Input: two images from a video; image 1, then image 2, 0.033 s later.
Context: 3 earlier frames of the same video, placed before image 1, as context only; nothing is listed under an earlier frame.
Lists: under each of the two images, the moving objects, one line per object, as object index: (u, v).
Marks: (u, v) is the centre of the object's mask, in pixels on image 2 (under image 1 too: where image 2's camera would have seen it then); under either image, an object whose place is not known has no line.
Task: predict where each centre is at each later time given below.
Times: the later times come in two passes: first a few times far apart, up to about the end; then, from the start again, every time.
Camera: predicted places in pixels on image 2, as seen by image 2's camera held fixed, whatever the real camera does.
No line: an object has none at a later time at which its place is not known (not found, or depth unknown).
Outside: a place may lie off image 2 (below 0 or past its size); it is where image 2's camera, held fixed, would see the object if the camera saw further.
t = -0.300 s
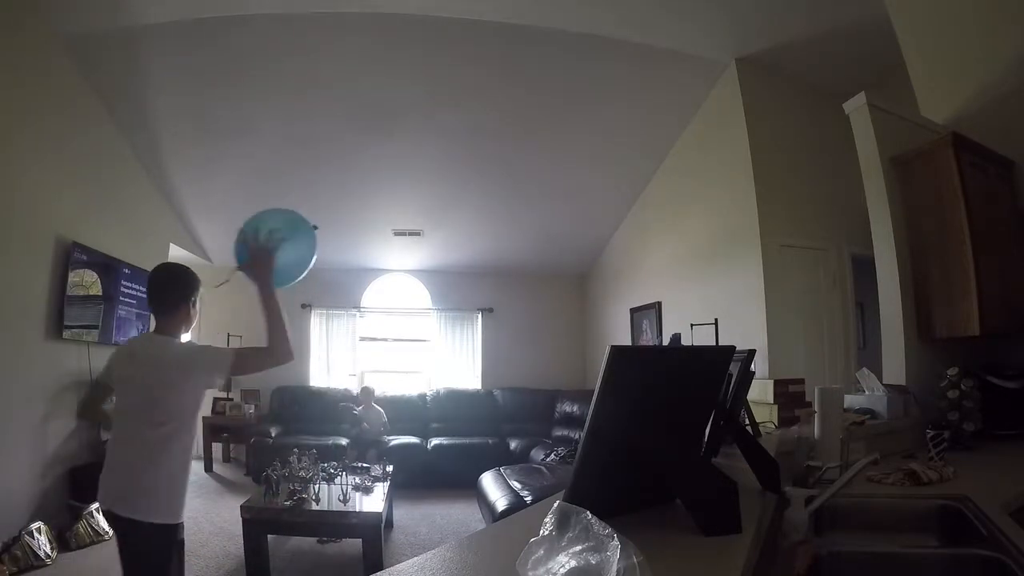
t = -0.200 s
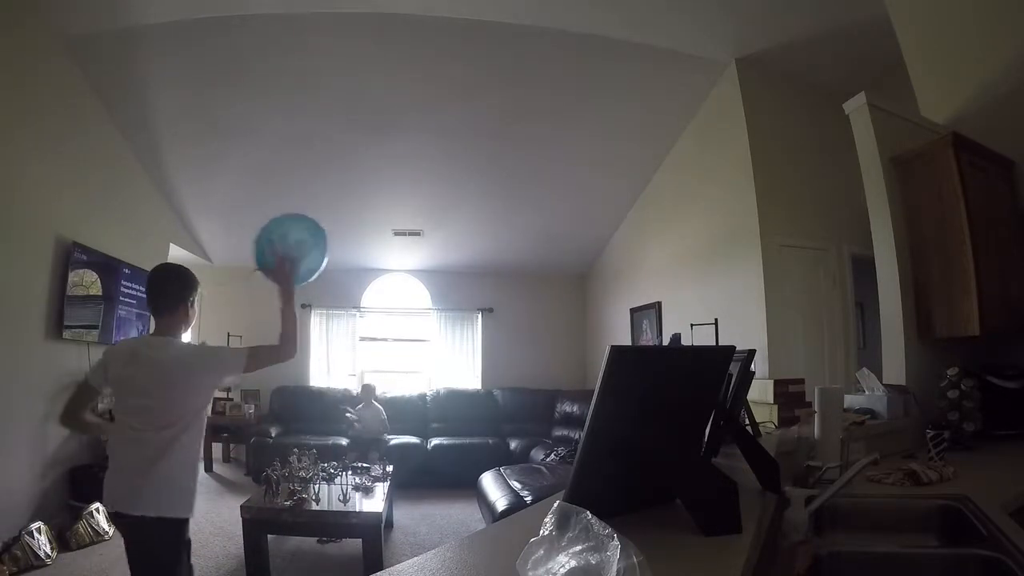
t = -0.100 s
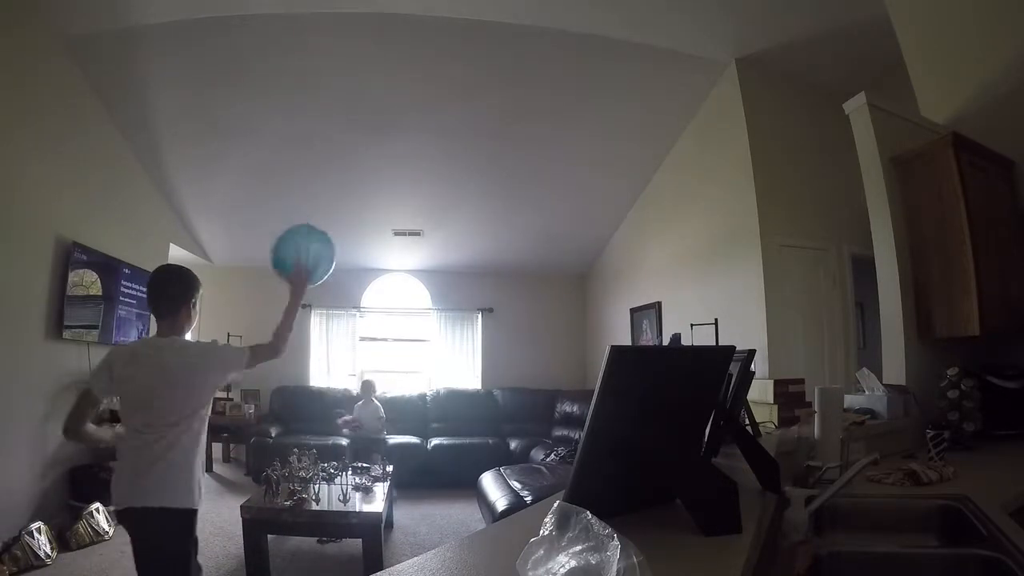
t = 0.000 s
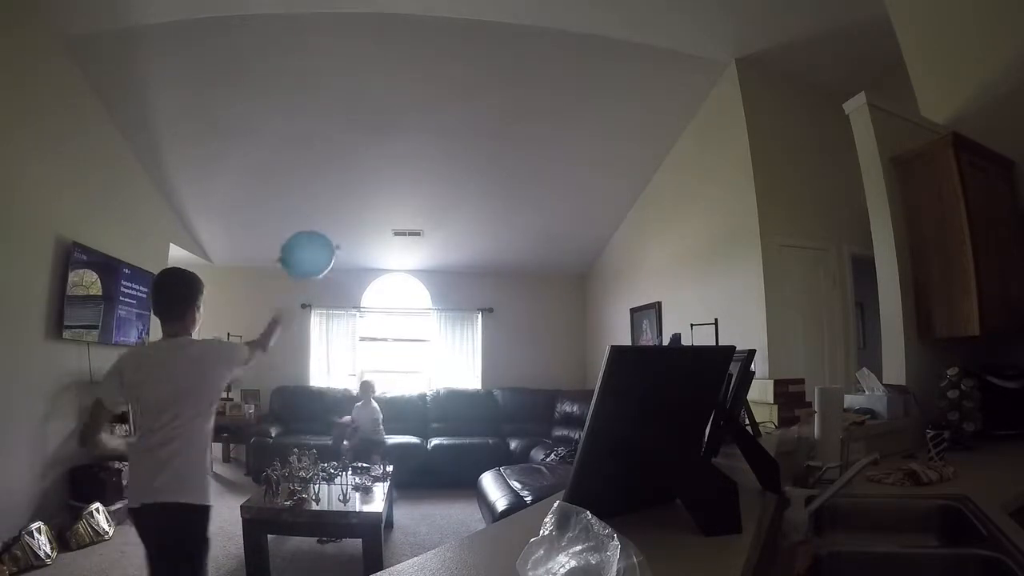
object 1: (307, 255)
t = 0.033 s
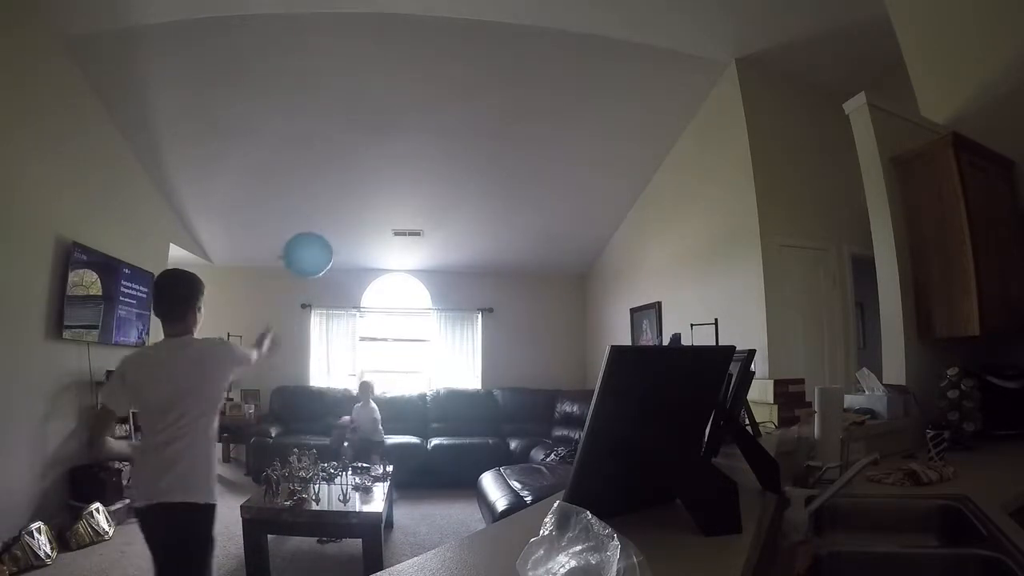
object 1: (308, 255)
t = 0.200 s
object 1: (315, 258)
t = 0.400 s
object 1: (343, 266)
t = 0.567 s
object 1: (364, 278)
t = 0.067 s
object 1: (307, 256)
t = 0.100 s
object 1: (308, 256)
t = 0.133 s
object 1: (309, 257)
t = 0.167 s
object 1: (311, 258)
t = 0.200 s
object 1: (315, 258)
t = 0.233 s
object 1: (319, 260)
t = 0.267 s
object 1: (325, 260)
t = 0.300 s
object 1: (329, 261)
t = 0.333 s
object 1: (334, 262)
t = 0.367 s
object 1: (338, 264)
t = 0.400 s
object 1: (343, 266)
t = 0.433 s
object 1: (347, 268)
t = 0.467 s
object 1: (352, 270)
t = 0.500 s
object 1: (356, 272)
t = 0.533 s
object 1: (359, 274)
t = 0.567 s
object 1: (364, 278)
